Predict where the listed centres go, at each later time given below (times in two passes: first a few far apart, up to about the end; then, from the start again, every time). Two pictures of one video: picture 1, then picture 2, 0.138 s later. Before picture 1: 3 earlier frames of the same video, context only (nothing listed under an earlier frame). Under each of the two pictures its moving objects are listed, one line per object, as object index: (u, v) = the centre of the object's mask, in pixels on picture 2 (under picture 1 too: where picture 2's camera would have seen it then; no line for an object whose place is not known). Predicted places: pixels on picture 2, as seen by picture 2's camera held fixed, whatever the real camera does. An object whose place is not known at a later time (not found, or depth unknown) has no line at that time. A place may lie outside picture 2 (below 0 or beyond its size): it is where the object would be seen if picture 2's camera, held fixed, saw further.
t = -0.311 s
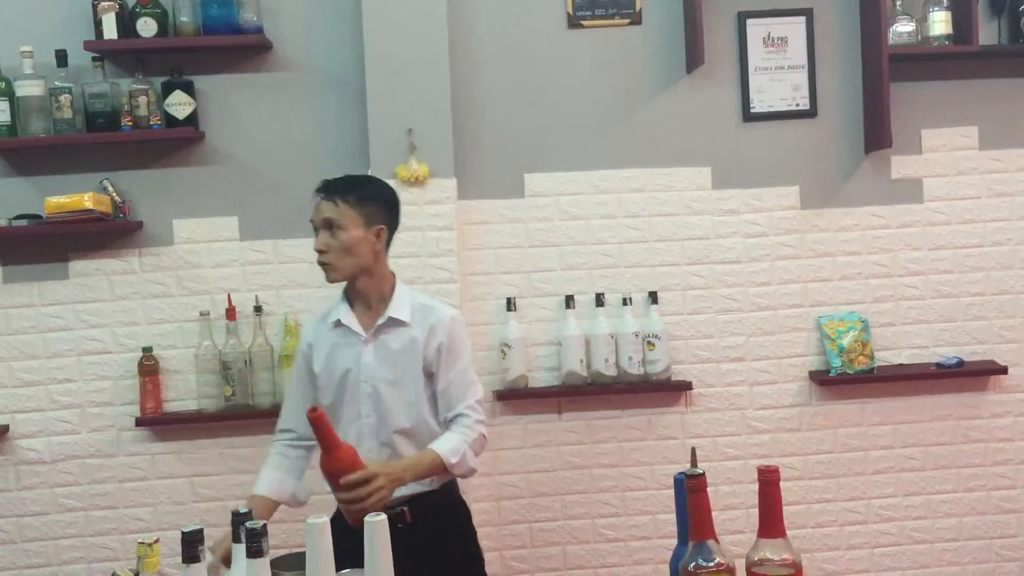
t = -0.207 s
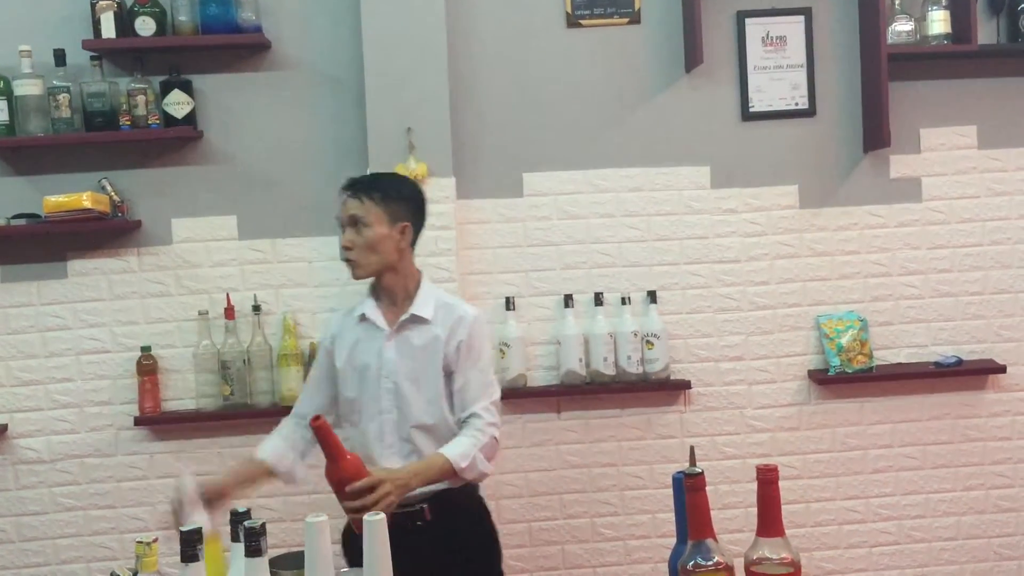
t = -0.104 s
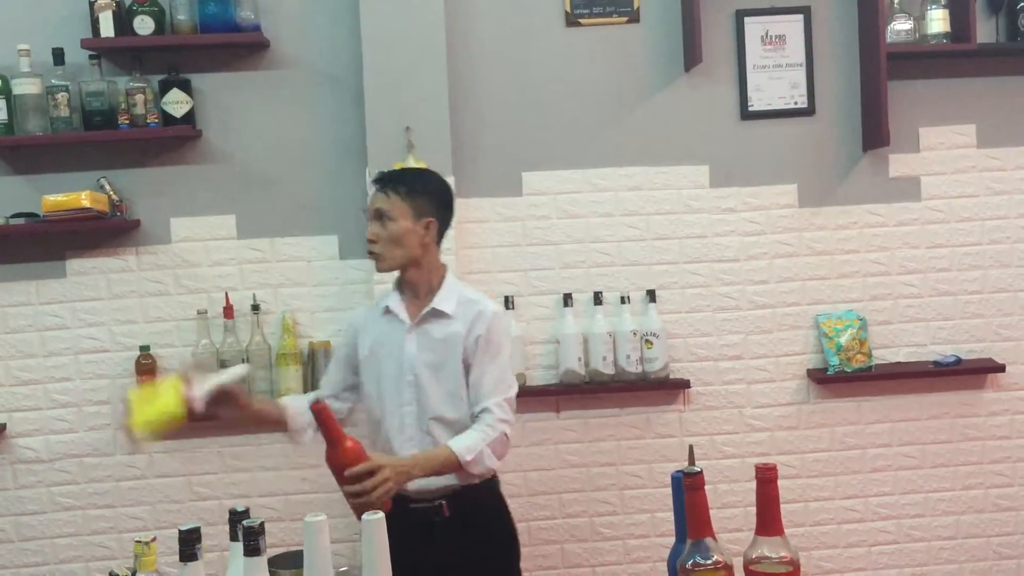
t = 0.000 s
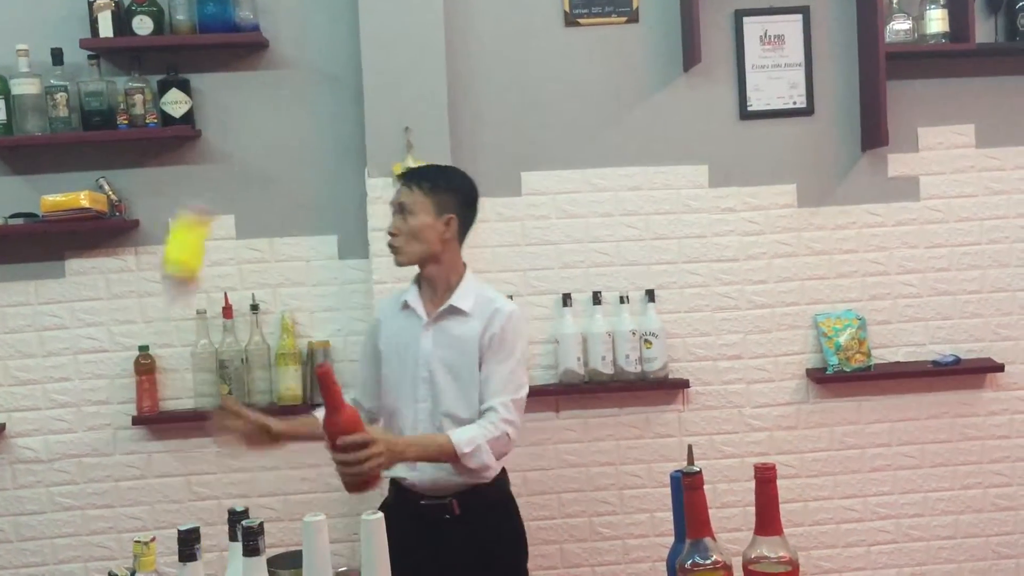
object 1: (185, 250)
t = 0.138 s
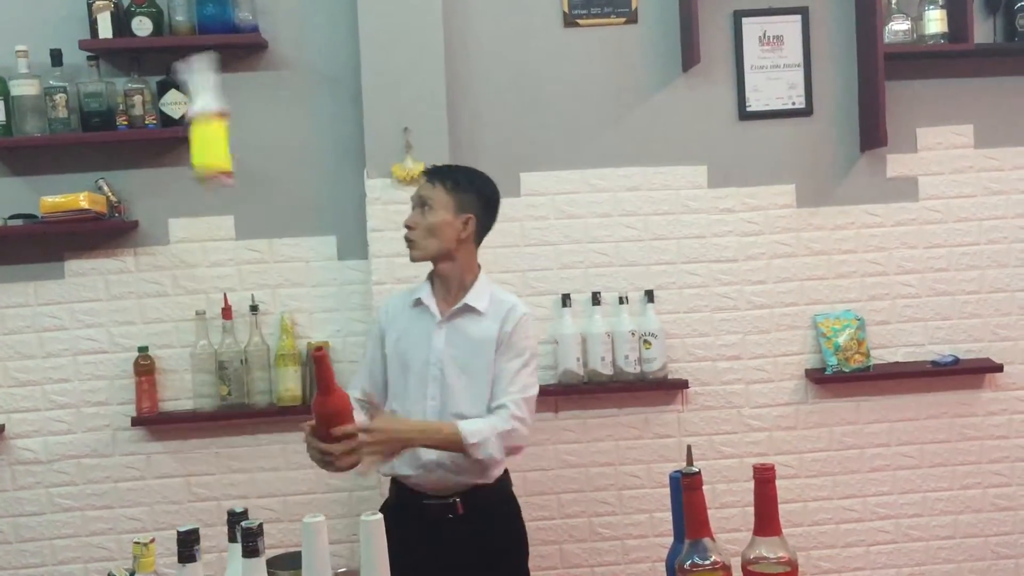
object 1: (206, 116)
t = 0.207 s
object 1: (229, 103)
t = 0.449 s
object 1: (286, 131)
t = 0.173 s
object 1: (222, 110)
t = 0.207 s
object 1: (229, 103)
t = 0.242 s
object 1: (238, 98)
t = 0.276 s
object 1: (242, 101)
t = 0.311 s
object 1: (243, 103)
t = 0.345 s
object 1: (249, 102)
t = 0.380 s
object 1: (257, 107)
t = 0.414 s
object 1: (265, 115)
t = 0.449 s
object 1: (286, 131)
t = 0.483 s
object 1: (307, 163)
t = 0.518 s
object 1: (308, 233)
